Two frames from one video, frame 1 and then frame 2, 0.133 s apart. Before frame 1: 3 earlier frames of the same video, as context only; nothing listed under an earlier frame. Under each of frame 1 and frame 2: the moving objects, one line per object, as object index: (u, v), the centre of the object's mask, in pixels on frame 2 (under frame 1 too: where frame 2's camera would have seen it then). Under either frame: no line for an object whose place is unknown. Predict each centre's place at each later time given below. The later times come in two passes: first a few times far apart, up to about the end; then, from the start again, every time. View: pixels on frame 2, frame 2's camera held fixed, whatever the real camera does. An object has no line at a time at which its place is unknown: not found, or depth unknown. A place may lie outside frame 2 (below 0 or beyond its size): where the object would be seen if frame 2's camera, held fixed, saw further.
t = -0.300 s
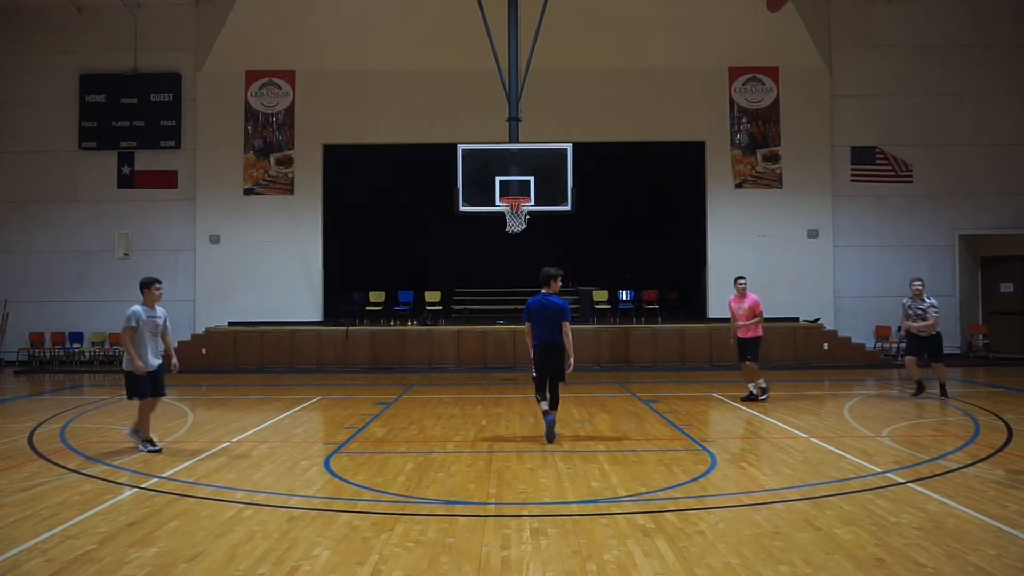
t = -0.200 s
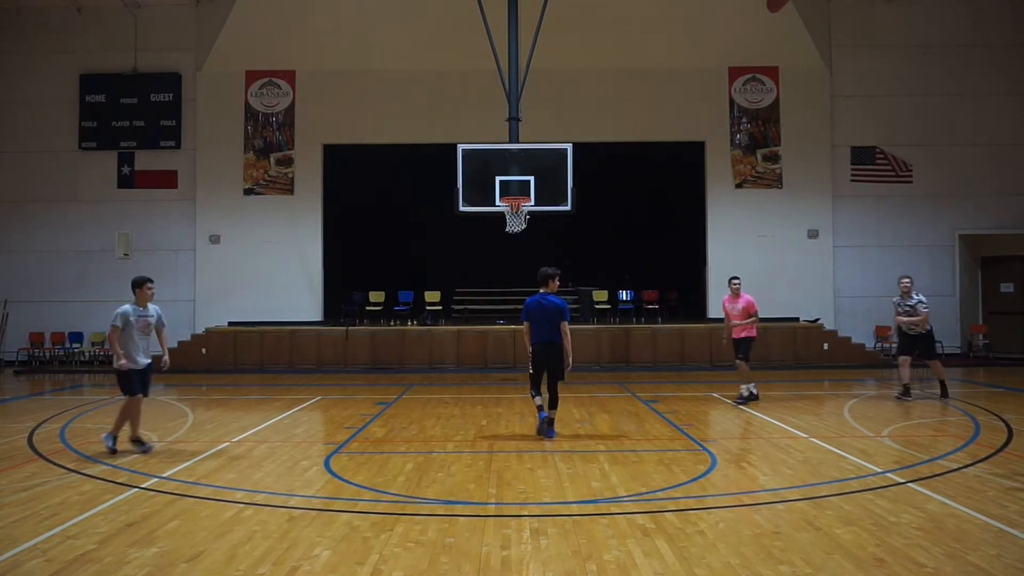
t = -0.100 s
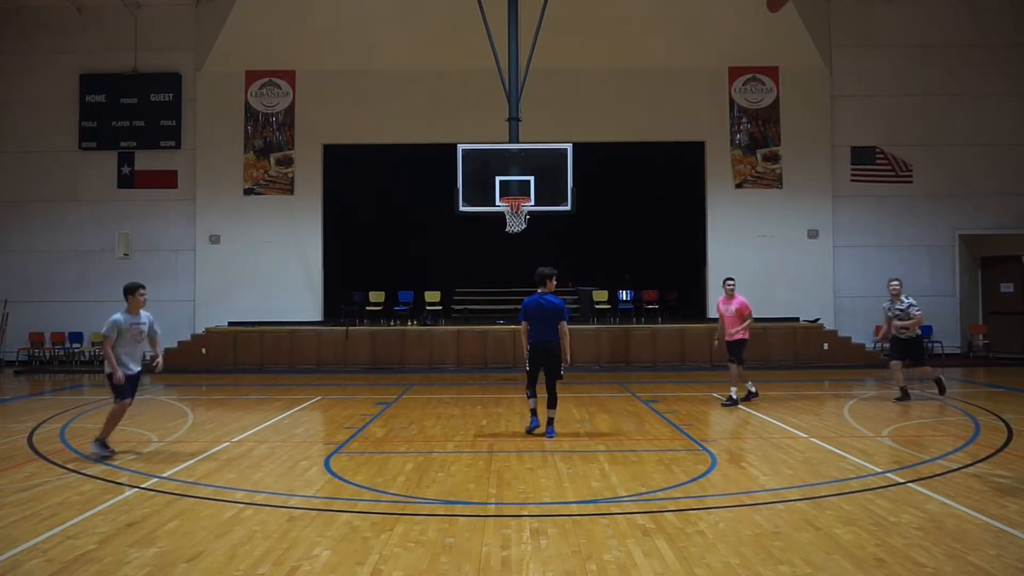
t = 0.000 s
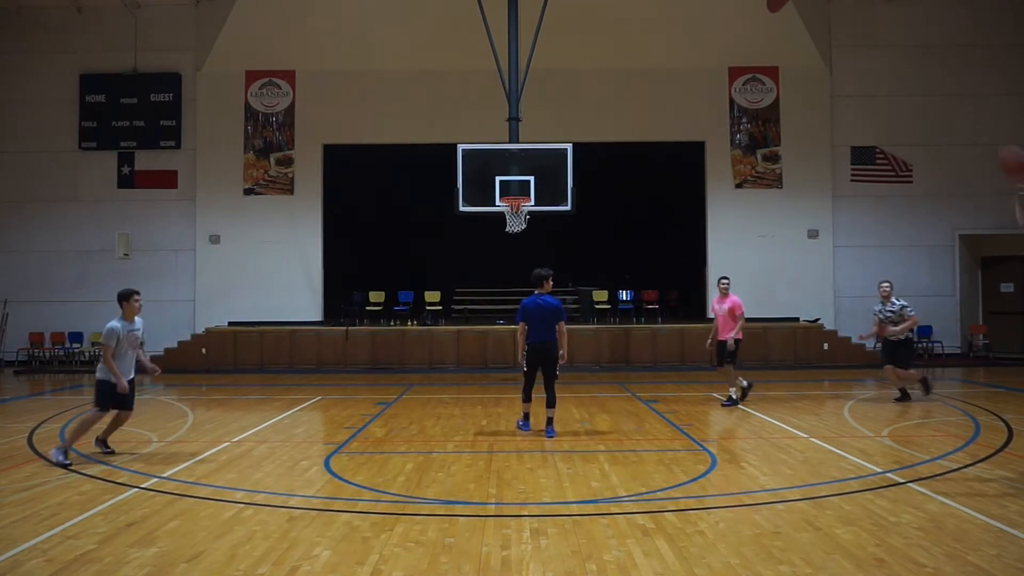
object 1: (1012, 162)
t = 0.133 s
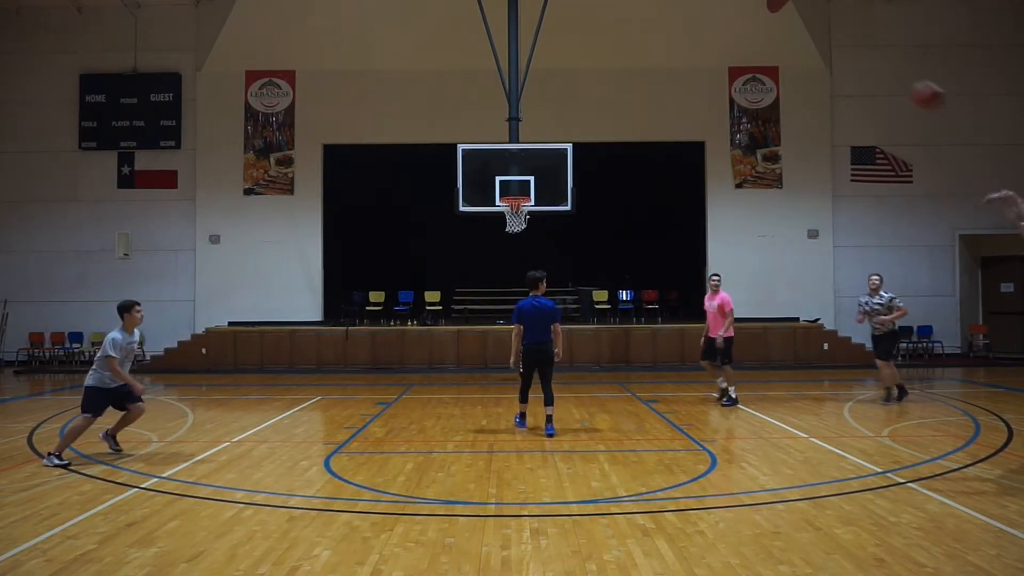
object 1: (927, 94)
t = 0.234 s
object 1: (870, 61)
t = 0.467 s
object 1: (761, 26)
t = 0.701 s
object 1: (673, 39)
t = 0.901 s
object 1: (611, 79)
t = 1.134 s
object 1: (549, 153)
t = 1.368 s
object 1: (536, 170)
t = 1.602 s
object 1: (558, 152)
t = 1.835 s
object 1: (583, 170)
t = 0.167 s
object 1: (907, 82)
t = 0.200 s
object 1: (888, 70)
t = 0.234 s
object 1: (870, 61)
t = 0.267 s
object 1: (852, 52)
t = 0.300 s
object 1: (836, 45)
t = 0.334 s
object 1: (820, 39)
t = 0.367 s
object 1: (805, 34)
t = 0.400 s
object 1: (789, 31)
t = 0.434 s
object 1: (774, 28)
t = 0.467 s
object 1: (761, 26)
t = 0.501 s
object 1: (747, 26)
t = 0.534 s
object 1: (733, 26)
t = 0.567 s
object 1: (721, 27)
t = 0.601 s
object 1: (708, 29)
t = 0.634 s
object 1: (696, 31)
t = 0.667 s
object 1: (685, 35)
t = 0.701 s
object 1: (673, 39)
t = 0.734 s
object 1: (662, 44)
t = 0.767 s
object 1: (651, 50)
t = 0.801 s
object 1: (641, 56)
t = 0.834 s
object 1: (631, 63)
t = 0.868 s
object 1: (621, 70)
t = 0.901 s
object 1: (611, 79)
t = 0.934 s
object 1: (601, 87)
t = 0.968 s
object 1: (592, 96)
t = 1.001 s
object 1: (583, 106)
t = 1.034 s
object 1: (574, 117)
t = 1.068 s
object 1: (566, 127)
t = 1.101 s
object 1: (558, 137)
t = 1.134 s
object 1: (549, 153)
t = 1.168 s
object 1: (542, 163)
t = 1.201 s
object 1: (536, 174)
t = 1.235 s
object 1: (526, 190)
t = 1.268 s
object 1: (526, 189)
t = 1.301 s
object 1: (530, 181)
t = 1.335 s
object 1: (533, 175)
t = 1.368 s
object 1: (536, 170)
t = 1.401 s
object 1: (538, 165)
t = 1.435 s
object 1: (541, 161)
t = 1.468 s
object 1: (545, 158)
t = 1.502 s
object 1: (548, 156)
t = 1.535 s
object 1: (551, 154)
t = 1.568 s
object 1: (554, 153)
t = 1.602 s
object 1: (558, 152)
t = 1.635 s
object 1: (561, 152)
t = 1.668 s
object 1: (565, 153)
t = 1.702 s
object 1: (569, 154)
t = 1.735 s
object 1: (572, 157)
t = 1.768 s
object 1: (576, 161)
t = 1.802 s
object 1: (580, 165)
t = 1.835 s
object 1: (583, 170)
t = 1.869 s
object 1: (587, 177)
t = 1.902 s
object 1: (591, 184)
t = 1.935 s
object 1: (595, 192)
